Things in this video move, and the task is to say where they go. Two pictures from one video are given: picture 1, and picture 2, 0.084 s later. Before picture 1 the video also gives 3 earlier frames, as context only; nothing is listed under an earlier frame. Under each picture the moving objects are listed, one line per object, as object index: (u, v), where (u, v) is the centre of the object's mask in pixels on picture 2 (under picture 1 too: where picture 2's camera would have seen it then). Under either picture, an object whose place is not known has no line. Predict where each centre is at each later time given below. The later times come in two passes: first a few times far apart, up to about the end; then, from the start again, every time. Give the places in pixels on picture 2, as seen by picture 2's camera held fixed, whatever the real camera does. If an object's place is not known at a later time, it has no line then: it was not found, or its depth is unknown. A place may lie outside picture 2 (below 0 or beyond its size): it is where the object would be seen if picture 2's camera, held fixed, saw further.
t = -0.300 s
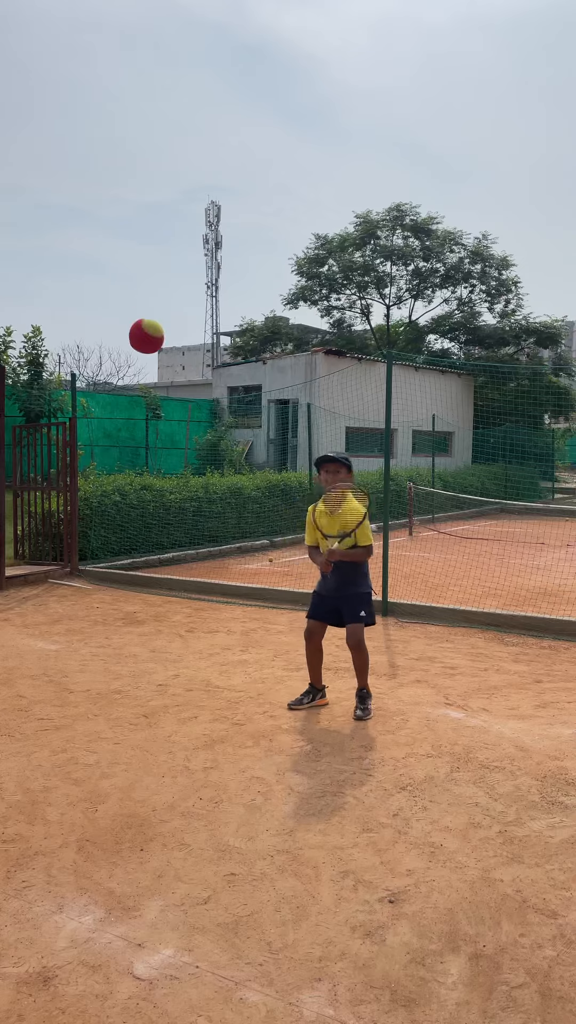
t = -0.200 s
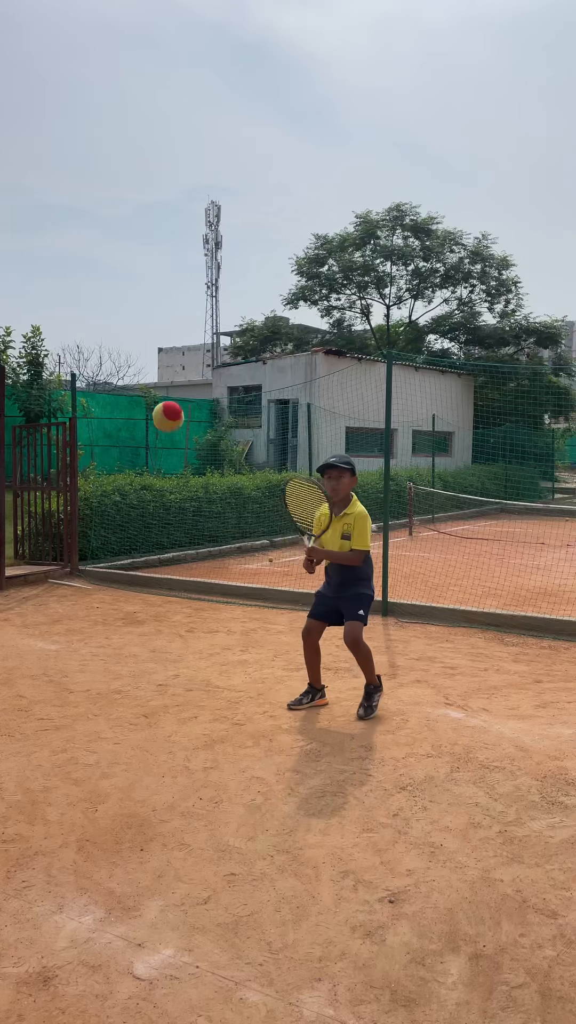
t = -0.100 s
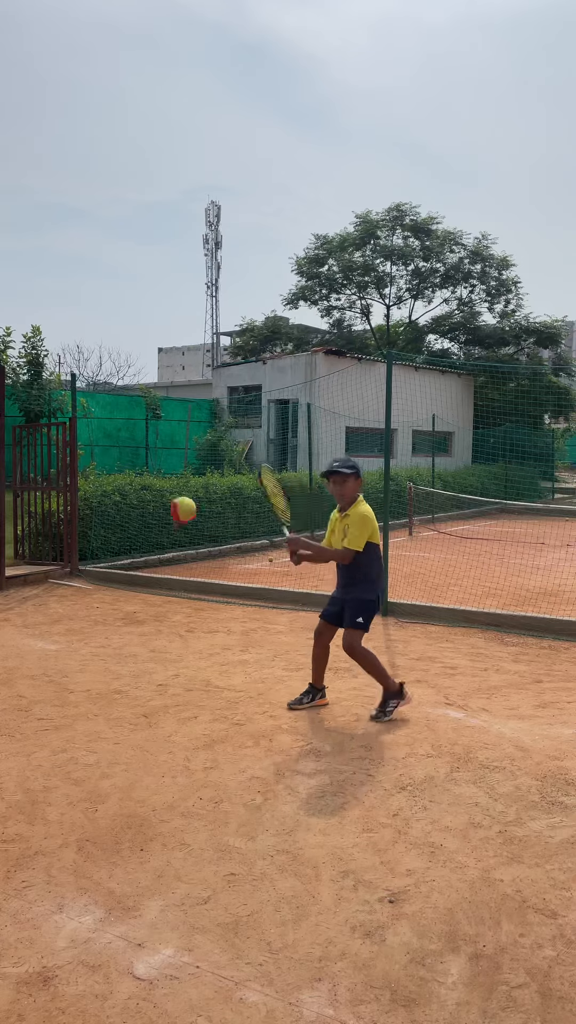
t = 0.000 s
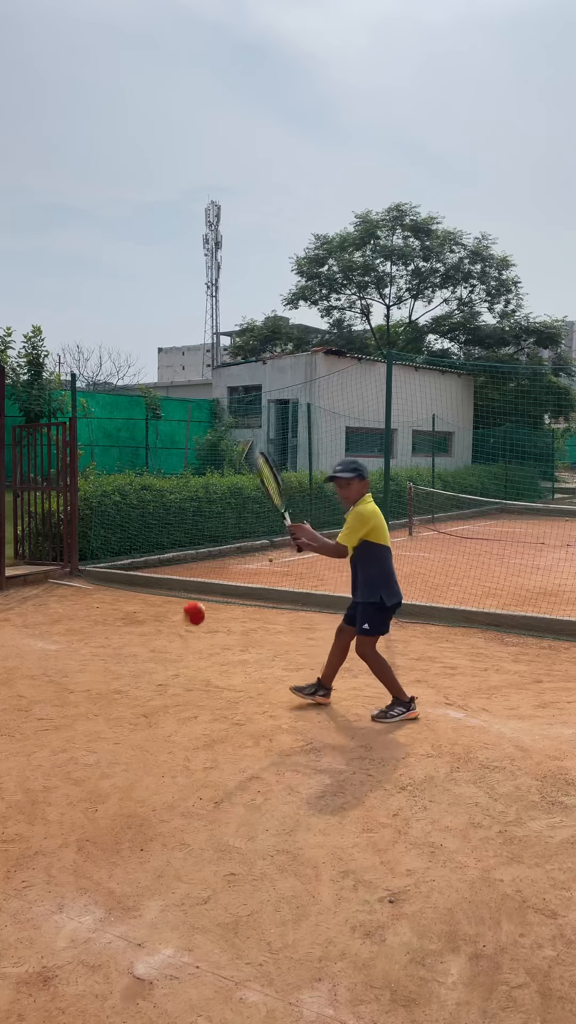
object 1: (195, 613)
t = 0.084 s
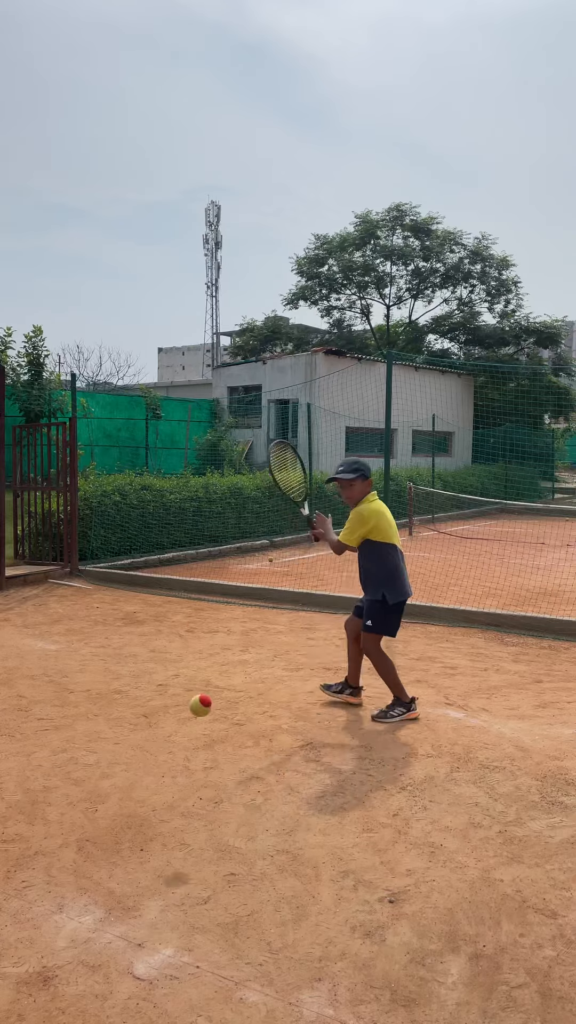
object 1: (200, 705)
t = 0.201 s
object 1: (206, 755)
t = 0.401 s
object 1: (209, 608)
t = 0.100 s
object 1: (202, 724)
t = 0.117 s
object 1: (203, 744)
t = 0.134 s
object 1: (203, 763)
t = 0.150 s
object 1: (205, 782)
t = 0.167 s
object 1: (205, 795)
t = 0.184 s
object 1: (206, 774)
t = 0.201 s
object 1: (206, 755)
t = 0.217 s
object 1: (206, 738)
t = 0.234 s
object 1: (207, 722)
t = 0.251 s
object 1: (207, 706)
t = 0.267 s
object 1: (207, 692)
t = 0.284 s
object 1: (207, 678)
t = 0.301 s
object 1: (207, 666)
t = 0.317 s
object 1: (208, 654)
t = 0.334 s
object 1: (208, 644)
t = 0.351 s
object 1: (208, 634)
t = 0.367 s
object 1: (208, 625)
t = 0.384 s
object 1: (208, 617)
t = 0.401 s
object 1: (209, 608)
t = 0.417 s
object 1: (208, 603)
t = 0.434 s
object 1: (208, 597)
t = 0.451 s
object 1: (209, 592)
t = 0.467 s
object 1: (208, 588)
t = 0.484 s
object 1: (210, 584)
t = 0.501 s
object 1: (209, 581)
